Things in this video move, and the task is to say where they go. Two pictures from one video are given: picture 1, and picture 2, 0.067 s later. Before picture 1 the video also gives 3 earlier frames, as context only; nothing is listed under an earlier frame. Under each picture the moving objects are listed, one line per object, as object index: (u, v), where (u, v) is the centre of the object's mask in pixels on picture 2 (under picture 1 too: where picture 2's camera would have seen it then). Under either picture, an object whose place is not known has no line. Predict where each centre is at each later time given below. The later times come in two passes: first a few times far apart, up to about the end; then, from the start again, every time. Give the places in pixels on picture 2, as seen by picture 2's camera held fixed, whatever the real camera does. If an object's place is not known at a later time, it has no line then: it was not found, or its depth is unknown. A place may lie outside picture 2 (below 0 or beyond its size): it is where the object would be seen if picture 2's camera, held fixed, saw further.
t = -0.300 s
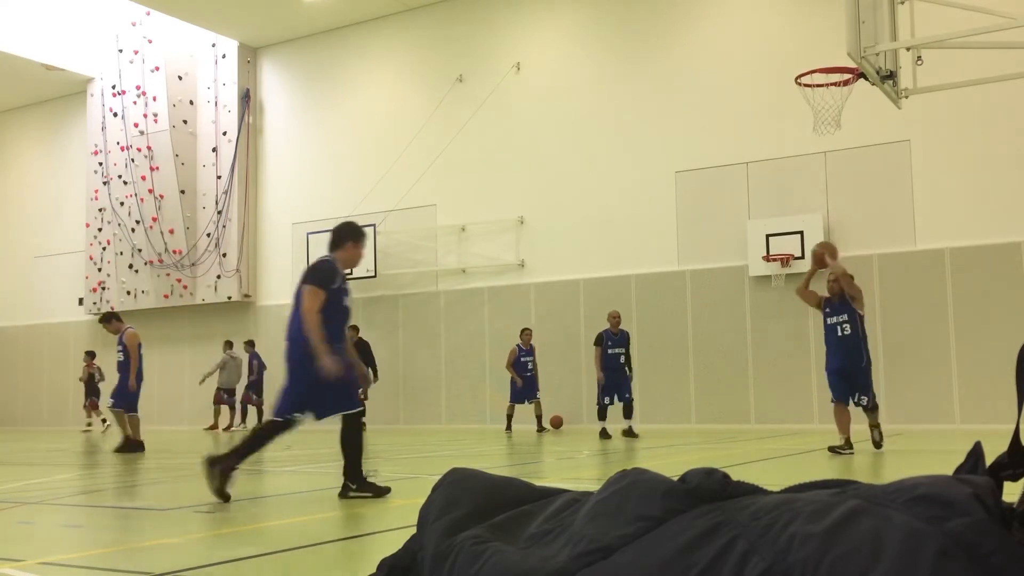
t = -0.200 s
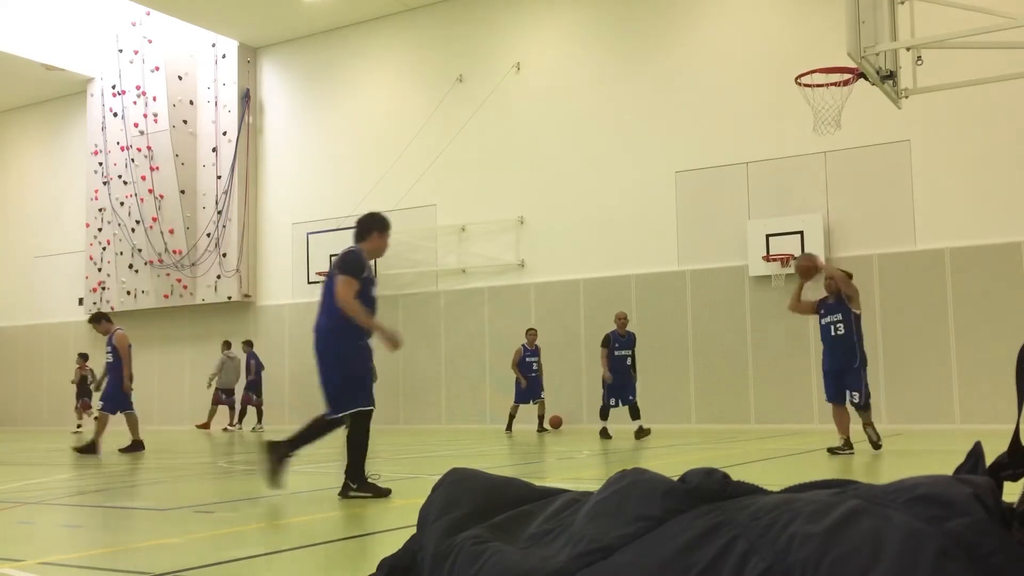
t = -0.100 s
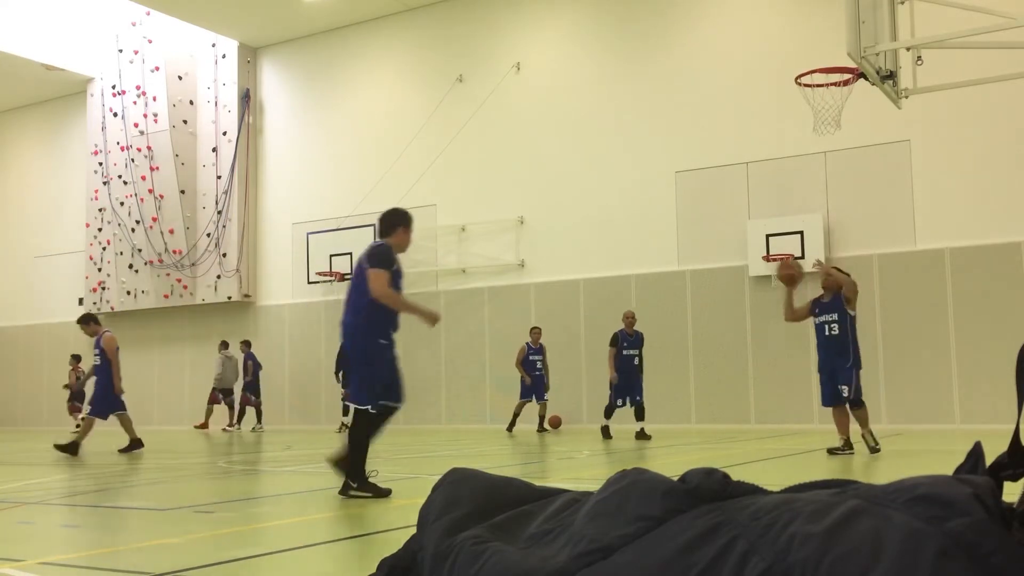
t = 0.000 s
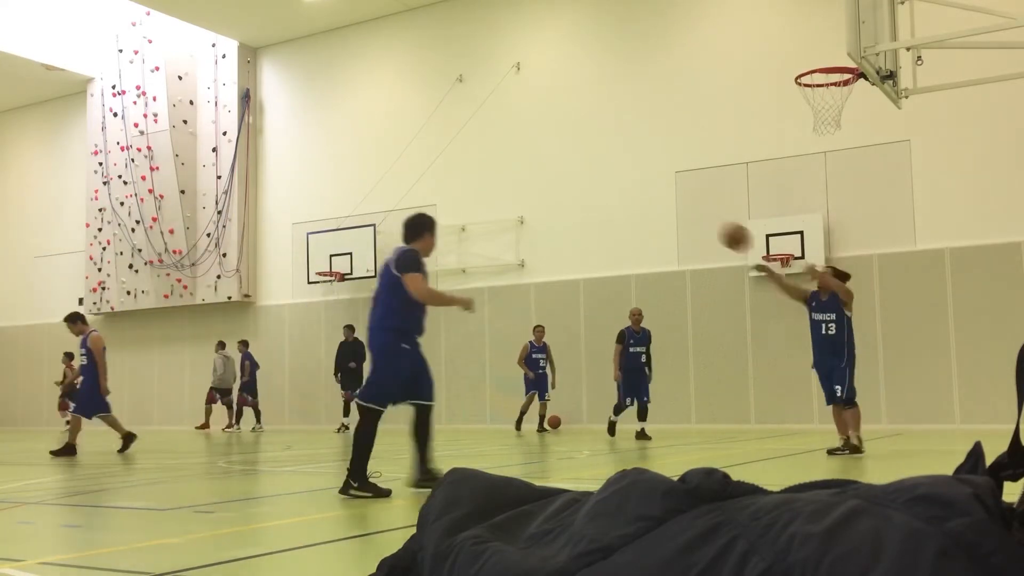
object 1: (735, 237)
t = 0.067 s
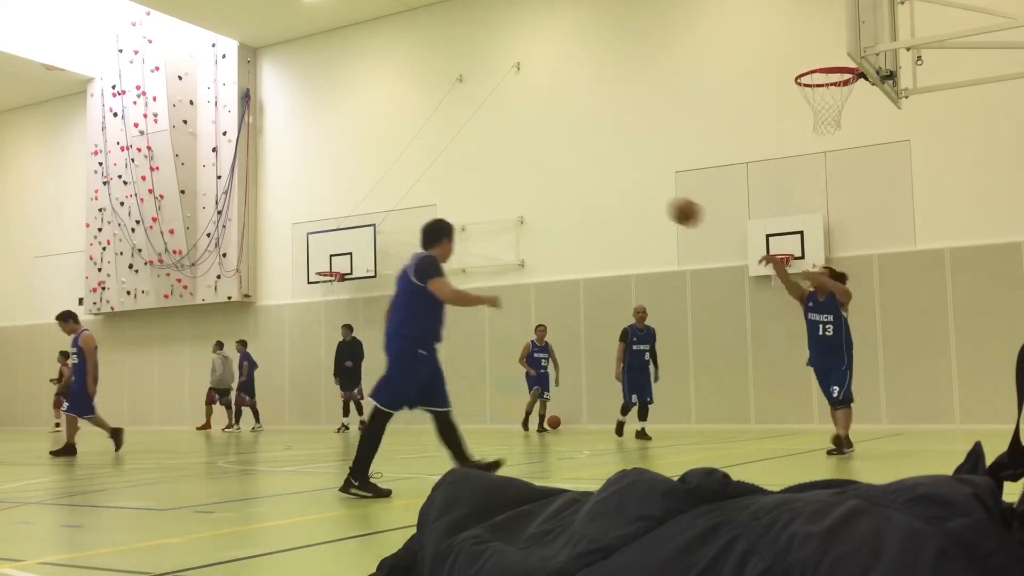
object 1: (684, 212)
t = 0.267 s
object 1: (516, 160)
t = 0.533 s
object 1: (234, 159)
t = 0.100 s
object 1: (658, 201)
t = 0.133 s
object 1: (632, 191)
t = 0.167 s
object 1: (604, 182)
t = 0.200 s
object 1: (575, 173)
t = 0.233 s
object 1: (546, 166)
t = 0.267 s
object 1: (516, 160)
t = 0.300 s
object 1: (485, 155)
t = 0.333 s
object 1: (452, 151)
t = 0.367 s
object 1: (421, 149)
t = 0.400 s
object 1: (386, 148)
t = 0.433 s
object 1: (349, 148)
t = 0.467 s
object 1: (312, 150)
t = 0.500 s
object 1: (272, 154)
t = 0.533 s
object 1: (234, 159)
